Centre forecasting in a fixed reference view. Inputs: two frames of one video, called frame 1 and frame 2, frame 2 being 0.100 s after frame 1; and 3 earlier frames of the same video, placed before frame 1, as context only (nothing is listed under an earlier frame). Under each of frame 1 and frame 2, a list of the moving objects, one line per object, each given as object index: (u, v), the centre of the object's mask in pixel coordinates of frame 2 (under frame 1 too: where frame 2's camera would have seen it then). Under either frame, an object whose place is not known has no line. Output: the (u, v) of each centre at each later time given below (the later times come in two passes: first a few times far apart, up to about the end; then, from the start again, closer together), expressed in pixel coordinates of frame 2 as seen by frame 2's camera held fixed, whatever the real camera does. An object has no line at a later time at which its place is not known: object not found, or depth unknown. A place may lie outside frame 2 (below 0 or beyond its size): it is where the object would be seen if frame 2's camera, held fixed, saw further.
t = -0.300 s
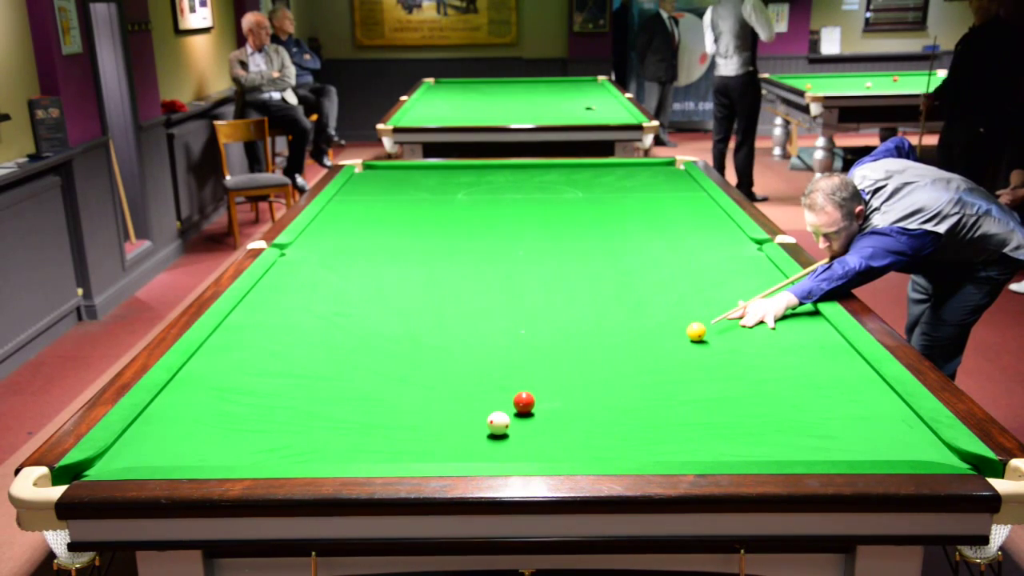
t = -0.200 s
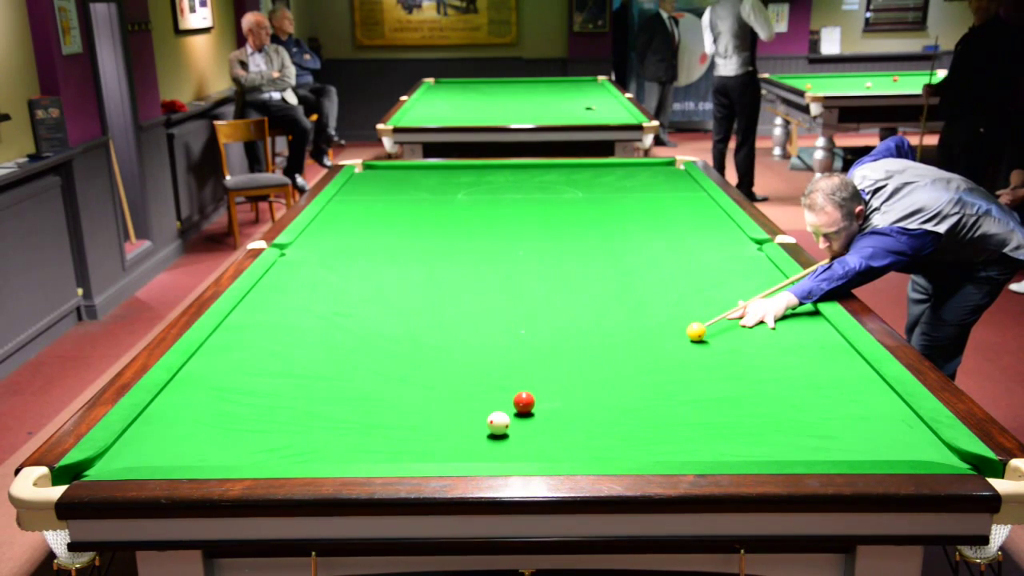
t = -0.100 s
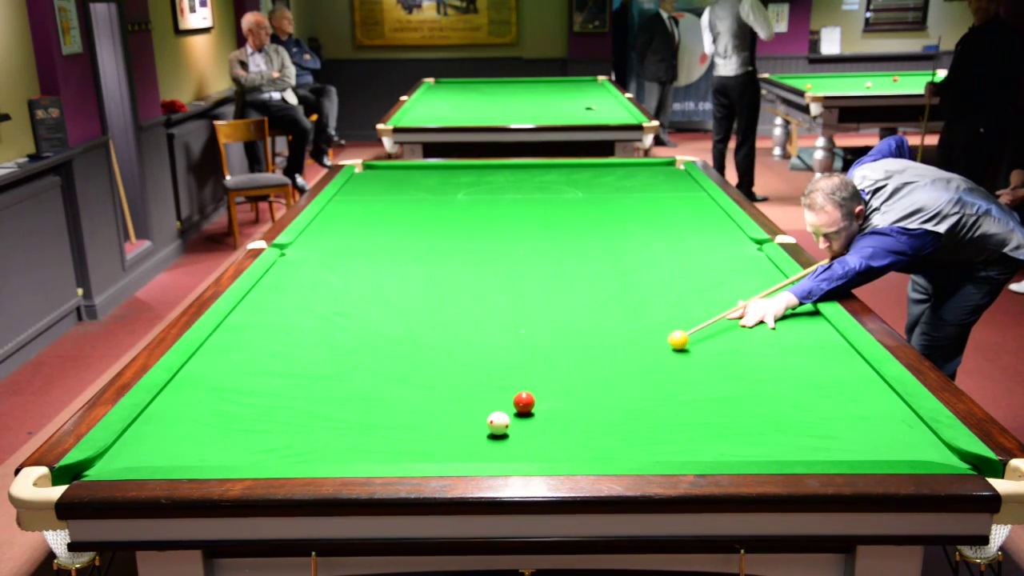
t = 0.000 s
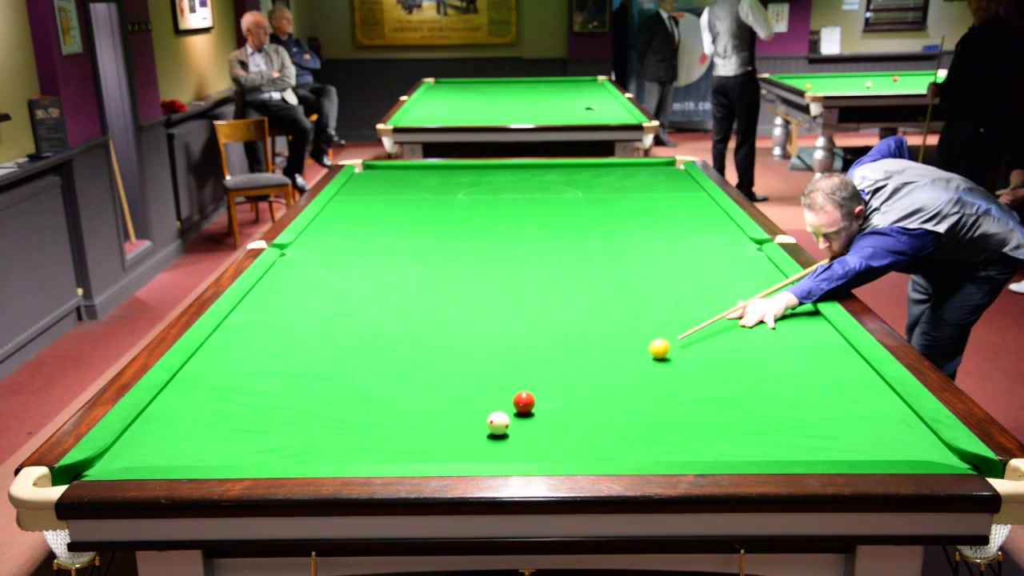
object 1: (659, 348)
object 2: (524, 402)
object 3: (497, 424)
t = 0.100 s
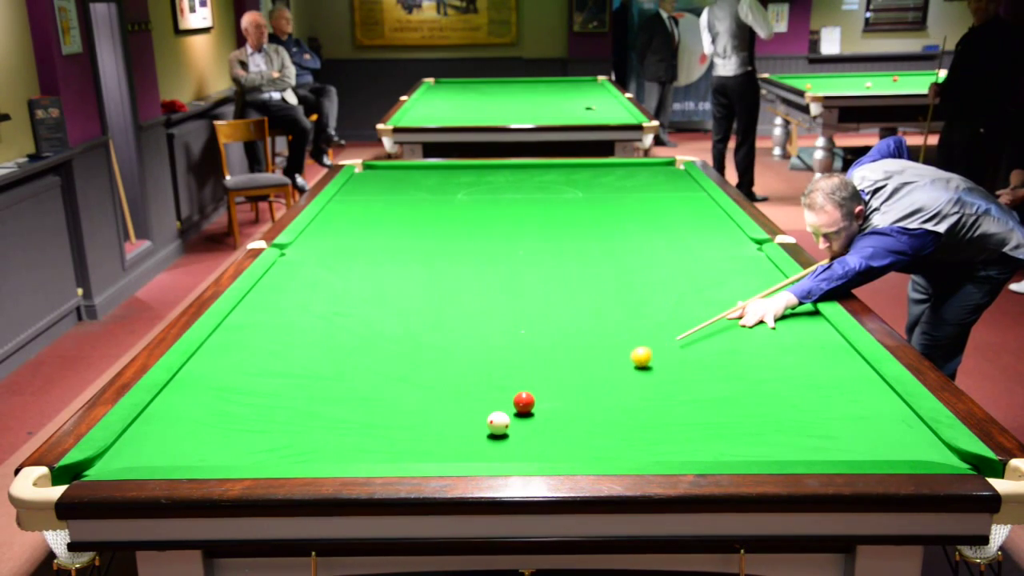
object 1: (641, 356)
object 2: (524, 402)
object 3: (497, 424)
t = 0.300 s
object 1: (603, 374)
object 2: (524, 402)
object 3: (497, 424)
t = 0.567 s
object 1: (548, 399)
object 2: (524, 402)
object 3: (497, 424)
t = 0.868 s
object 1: (541, 420)
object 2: (472, 409)
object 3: (497, 424)
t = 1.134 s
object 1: (534, 440)
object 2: (428, 416)
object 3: (497, 424)
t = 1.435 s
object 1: (525, 456)
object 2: (381, 423)
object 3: (497, 424)
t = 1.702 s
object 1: (515, 449)
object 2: (341, 429)
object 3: (497, 424)
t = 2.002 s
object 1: (506, 438)
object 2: (298, 436)
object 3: (496, 422)
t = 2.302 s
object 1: (499, 432)
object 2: (257, 442)
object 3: (495, 417)
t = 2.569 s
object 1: (498, 432)
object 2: (223, 448)
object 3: (495, 414)
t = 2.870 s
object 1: (498, 431)
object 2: (187, 453)
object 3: (494, 413)
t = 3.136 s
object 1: (498, 431)
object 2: (157, 456)
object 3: (493, 411)
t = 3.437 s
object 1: (498, 431)
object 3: (493, 412)
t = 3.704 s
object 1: (498, 431)
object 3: (493, 412)
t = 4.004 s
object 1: (498, 431)
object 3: (493, 412)
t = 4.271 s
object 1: (498, 431)
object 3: (493, 412)
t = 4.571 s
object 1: (498, 431)
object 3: (492, 412)
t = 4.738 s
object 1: (497, 431)
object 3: (492, 412)
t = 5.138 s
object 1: (498, 432)
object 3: (493, 412)
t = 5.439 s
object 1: (498, 431)
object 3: (493, 412)
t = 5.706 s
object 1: (497, 431)
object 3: (492, 412)
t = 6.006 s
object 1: (498, 431)
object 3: (492, 412)
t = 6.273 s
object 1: (497, 431)
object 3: (492, 412)
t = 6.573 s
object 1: (497, 431)
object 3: (492, 412)
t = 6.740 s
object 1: (498, 431)
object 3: (492, 413)
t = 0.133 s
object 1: (635, 359)
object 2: (524, 402)
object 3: (497, 424)
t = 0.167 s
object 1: (629, 362)
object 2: (524, 402)
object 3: (497, 424)
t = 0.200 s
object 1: (623, 365)
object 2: (524, 402)
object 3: (497, 424)
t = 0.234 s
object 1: (616, 368)
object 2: (524, 402)
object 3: (497, 424)
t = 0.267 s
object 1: (609, 371)
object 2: (524, 402)
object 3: (497, 424)
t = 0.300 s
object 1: (603, 374)
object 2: (524, 402)
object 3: (497, 424)
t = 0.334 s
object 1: (597, 377)
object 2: (524, 402)
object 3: (497, 424)
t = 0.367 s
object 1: (590, 380)
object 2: (524, 402)
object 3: (497, 424)
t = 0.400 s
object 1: (583, 383)
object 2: (524, 402)
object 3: (497, 424)
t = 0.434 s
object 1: (576, 386)
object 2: (524, 402)
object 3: (497, 424)
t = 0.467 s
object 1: (569, 389)
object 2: (524, 402)
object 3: (497, 424)
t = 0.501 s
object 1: (562, 392)
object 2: (524, 402)
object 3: (497, 424)
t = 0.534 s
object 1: (555, 396)
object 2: (524, 402)
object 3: (497, 424)
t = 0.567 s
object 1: (548, 399)
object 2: (524, 402)
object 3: (497, 424)
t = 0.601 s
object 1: (546, 402)
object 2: (519, 402)
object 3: (497, 424)
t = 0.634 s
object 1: (546, 404)
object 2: (512, 403)
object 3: (497, 424)
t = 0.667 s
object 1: (546, 407)
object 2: (506, 403)
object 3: (497, 424)
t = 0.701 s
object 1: (545, 408)
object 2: (500, 403)
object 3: (497, 424)
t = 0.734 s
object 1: (544, 410)
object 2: (493, 404)
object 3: (497, 424)
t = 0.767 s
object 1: (543, 413)
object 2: (488, 406)
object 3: (497, 424)
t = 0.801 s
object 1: (542, 415)
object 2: (482, 408)
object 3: (497, 424)
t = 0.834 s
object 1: (542, 417)
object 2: (477, 408)
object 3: (497, 424)
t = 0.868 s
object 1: (541, 420)
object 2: (472, 409)
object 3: (497, 424)
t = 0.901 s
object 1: (540, 422)
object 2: (466, 410)
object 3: (497, 424)
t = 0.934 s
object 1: (539, 424)
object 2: (461, 411)
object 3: (497, 424)
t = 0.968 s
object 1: (538, 428)
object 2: (455, 412)
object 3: (497, 424)
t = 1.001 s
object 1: (537, 430)
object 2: (450, 413)
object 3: (497, 424)
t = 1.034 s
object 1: (536, 432)
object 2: (444, 414)
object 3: (497, 424)
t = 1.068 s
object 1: (536, 434)
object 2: (439, 415)
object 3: (497, 424)
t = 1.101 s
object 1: (535, 437)
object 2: (434, 415)
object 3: (497, 424)
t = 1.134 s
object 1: (534, 440)
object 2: (428, 416)
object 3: (497, 424)
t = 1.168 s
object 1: (533, 442)
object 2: (423, 417)
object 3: (497, 424)
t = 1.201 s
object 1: (532, 445)
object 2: (418, 417)
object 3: (497, 424)
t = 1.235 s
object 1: (531, 447)
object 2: (413, 418)
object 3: (497, 424)
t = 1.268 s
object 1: (530, 449)
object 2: (407, 419)
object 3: (497, 424)
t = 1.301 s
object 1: (529, 451)
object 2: (402, 420)
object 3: (497, 424)
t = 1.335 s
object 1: (528, 452)
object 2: (396, 421)
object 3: (497, 424)
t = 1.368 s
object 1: (527, 453)
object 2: (391, 422)
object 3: (497, 424)
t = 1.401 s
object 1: (526, 455)
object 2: (386, 422)
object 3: (497, 424)
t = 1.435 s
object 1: (525, 456)
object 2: (381, 423)
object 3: (497, 424)
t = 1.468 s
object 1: (524, 455)
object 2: (376, 424)
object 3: (497, 424)
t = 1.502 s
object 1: (522, 454)
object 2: (371, 425)
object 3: (497, 424)
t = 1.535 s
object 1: (521, 453)
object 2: (366, 425)
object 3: (497, 424)
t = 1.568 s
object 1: (520, 452)
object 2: (361, 426)
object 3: (497, 424)
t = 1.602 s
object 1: (519, 451)
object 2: (356, 427)
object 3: (497, 424)
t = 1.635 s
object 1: (518, 451)
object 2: (351, 428)
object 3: (497, 424)
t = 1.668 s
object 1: (517, 450)
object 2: (346, 428)
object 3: (497, 424)
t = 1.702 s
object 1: (515, 449)
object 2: (341, 429)
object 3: (497, 424)
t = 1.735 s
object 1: (514, 447)
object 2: (336, 430)
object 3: (497, 424)
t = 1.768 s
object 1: (513, 446)
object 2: (331, 431)
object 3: (497, 424)
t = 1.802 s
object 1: (512, 445)
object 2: (326, 431)
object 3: (497, 424)
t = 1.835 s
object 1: (511, 444)
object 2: (322, 432)
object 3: (497, 424)
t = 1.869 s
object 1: (510, 443)
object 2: (317, 433)
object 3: (497, 424)
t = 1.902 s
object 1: (508, 441)
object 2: (312, 433)
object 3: (496, 423)
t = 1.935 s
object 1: (508, 440)
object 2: (307, 434)
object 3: (496, 423)
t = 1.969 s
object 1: (507, 439)
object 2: (302, 435)
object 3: (496, 422)
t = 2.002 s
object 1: (506, 438)
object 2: (298, 436)
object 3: (496, 422)
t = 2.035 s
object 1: (504, 436)
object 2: (293, 437)
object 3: (495, 421)
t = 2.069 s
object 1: (504, 435)
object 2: (288, 437)
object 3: (495, 420)
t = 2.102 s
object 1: (503, 434)
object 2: (284, 438)
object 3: (495, 420)
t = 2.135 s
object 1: (502, 433)
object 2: (279, 439)
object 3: (495, 419)
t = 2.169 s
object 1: (501, 433)
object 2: (275, 439)
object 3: (495, 419)
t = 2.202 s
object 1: (501, 433)
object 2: (270, 440)
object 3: (495, 418)
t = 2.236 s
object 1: (500, 432)
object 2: (266, 441)
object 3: (495, 418)
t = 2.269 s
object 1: (500, 432)
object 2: (261, 442)
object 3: (495, 417)
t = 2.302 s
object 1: (499, 432)
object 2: (257, 442)
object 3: (495, 417)
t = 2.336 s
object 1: (499, 432)
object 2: (252, 443)
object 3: (495, 417)
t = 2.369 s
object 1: (499, 432)
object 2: (248, 444)
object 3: (496, 415)
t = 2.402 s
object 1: (498, 432)
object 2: (244, 444)
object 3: (495, 416)
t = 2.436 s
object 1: (498, 432)
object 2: (240, 445)
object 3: (496, 415)
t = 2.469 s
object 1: (498, 432)
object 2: (235, 446)
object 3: (495, 415)
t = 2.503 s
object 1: (498, 432)
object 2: (231, 447)
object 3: (495, 415)
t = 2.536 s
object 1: (498, 432)
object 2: (227, 447)
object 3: (495, 414)
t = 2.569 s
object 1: (498, 432)
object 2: (223, 448)
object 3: (495, 414)
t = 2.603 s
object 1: (498, 432)
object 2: (219, 448)
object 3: (495, 414)
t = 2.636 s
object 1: (498, 432)
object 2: (215, 449)
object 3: (495, 414)
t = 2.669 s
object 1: (498, 431)
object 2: (210, 450)
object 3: (494, 414)
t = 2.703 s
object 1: (498, 431)
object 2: (206, 450)
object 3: (494, 414)
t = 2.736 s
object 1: (498, 431)
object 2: (202, 451)
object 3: (494, 414)
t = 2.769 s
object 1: (498, 431)
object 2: (198, 452)
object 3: (494, 413)
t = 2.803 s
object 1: (498, 431)
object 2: (194, 452)
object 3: (494, 413)
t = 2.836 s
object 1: (498, 431)
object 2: (191, 453)
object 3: (494, 413)
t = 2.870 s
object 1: (498, 431)
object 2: (187, 453)
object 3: (494, 413)
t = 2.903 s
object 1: (498, 431)
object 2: (183, 454)
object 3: (493, 413)
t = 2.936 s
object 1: (498, 431)
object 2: (179, 454)
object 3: (493, 413)
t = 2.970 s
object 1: (498, 431)
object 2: (175, 455)
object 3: (493, 413)
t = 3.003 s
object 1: (498, 431)
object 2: (172, 455)
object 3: (493, 413)
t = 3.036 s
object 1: (498, 431)
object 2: (168, 455)
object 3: (493, 413)
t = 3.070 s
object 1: (498, 431)
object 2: (165, 456)
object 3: (493, 412)
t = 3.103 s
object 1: (498, 431)
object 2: (161, 456)
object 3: (493, 412)
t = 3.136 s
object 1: (498, 431)
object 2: (157, 456)
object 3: (493, 411)
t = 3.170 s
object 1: (498, 431)
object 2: (154, 457)
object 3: (493, 412)
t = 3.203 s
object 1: (498, 431)
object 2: (150, 457)
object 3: (492, 411)
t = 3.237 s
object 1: (498, 431)
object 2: (147, 457)
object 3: (493, 411)
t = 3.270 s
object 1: (498, 431)
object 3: (492, 411)
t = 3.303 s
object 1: (498, 431)
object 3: (493, 411)
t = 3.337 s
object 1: (498, 431)
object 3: (493, 412)
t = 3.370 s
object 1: (498, 431)
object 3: (493, 412)
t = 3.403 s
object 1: (498, 431)
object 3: (492, 412)
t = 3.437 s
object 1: (498, 431)
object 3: (493, 412)
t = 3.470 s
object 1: (498, 431)
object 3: (493, 412)
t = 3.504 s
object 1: (498, 431)
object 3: (493, 412)
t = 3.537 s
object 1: (498, 431)
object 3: (493, 412)
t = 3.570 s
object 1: (498, 431)
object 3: (493, 412)
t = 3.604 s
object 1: (498, 431)
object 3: (493, 412)
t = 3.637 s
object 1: (498, 431)
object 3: (493, 412)
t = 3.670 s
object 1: (498, 431)
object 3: (492, 412)
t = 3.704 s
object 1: (498, 431)
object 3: (493, 412)
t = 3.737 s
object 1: (498, 431)
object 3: (493, 412)
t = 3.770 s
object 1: (498, 431)
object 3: (493, 412)
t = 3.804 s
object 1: (498, 431)
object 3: (493, 412)
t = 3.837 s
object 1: (498, 431)
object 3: (493, 412)
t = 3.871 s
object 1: (498, 431)
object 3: (493, 412)
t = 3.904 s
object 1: (498, 431)
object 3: (493, 412)
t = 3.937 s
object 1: (498, 431)
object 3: (493, 412)
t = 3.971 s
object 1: (498, 431)
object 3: (493, 412)
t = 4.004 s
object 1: (498, 431)
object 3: (493, 412)
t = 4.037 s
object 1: (498, 431)
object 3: (493, 412)
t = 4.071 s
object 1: (498, 431)
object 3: (493, 412)
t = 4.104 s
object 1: (498, 431)
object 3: (493, 412)
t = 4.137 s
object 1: (498, 431)
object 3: (492, 412)
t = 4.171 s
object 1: (498, 431)
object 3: (492, 412)
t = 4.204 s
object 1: (498, 431)
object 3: (493, 412)
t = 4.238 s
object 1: (498, 431)
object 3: (492, 412)
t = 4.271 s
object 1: (498, 431)
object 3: (493, 412)
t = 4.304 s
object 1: (498, 431)
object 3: (492, 412)
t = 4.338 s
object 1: (498, 431)
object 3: (492, 412)
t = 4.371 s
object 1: (498, 431)
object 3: (492, 412)
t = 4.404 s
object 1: (498, 431)
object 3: (492, 412)
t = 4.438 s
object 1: (498, 431)
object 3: (492, 412)
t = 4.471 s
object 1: (498, 431)
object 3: (493, 412)
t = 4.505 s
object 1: (498, 432)
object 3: (492, 412)
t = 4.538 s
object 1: (498, 431)
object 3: (493, 412)
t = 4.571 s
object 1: (498, 431)
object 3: (492, 412)
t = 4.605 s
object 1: (498, 431)
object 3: (492, 412)
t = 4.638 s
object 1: (498, 431)
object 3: (493, 412)
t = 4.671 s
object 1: (498, 431)
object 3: (493, 412)
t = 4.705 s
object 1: (498, 431)
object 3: (493, 412)
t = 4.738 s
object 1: (497, 431)
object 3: (492, 412)
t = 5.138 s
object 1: (498, 432)
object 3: (493, 412)
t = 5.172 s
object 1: (498, 432)
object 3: (493, 412)
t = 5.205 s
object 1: (498, 431)
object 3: (493, 412)
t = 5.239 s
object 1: (497, 431)
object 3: (492, 412)
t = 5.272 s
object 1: (497, 431)
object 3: (492, 412)
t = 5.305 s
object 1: (498, 431)
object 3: (493, 412)
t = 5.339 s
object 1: (498, 432)
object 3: (493, 412)
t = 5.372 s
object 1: (498, 431)
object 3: (493, 412)
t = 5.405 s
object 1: (497, 431)
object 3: (492, 412)
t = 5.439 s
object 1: (498, 431)
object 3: (493, 412)
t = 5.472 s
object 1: (497, 431)
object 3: (492, 412)
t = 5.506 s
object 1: (497, 431)
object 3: (492, 412)
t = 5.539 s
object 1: (497, 431)
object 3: (492, 412)
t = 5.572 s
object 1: (498, 431)
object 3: (492, 412)
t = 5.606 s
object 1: (498, 431)
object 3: (492, 412)
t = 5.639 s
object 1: (498, 431)
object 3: (493, 412)
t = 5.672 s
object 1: (497, 431)
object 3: (492, 412)
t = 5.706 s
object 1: (497, 431)
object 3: (492, 412)
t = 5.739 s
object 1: (498, 431)
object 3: (493, 412)
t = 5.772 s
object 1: (498, 431)
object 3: (493, 412)
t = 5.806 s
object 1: (498, 431)
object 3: (492, 412)
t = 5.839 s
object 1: (497, 431)
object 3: (492, 412)
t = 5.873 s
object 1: (497, 431)
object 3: (492, 412)
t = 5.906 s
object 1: (497, 431)
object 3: (492, 412)
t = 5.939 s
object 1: (497, 431)
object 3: (492, 412)
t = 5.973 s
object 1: (497, 431)
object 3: (492, 412)
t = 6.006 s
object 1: (498, 431)
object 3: (492, 412)
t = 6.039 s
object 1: (497, 431)
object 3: (492, 412)
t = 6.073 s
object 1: (497, 431)
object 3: (492, 412)
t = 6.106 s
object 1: (498, 431)
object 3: (493, 412)
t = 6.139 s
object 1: (498, 431)
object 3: (493, 412)
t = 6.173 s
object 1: (497, 431)
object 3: (492, 412)
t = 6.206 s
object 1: (497, 431)
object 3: (492, 412)
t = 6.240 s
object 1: (497, 431)
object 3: (492, 412)
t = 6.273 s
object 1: (497, 431)
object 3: (492, 412)
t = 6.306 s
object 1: (498, 431)
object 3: (492, 412)
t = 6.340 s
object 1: (497, 431)
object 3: (492, 412)
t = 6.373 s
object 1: (498, 431)
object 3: (492, 412)
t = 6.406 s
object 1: (497, 431)
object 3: (492, 412)
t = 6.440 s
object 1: (497, 431)
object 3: (492, 412)
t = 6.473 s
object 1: (497, 431)
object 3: (492, 412)
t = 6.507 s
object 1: (497, 431)
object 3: (492, 412)
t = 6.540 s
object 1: (497, 431)
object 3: (492, 412)
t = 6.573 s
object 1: (497, 431)
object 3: (492, 412)
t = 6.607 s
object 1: (498, 431)
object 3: (493, 412)
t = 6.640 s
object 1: (498, 431)
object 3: (492, 412)
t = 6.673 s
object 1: (498, 431)
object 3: (492, 413)
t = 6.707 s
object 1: (498, 431)
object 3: (492, 413)
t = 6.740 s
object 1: (498, 431)
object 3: (492, 413)
